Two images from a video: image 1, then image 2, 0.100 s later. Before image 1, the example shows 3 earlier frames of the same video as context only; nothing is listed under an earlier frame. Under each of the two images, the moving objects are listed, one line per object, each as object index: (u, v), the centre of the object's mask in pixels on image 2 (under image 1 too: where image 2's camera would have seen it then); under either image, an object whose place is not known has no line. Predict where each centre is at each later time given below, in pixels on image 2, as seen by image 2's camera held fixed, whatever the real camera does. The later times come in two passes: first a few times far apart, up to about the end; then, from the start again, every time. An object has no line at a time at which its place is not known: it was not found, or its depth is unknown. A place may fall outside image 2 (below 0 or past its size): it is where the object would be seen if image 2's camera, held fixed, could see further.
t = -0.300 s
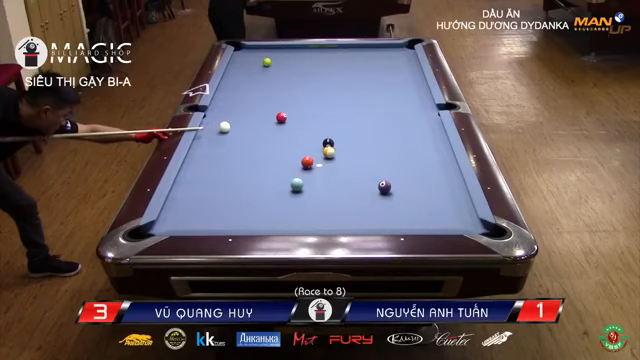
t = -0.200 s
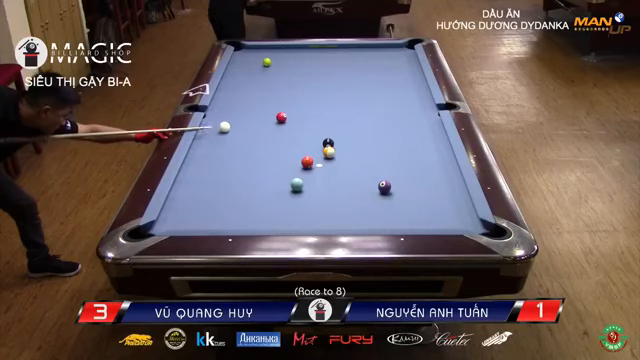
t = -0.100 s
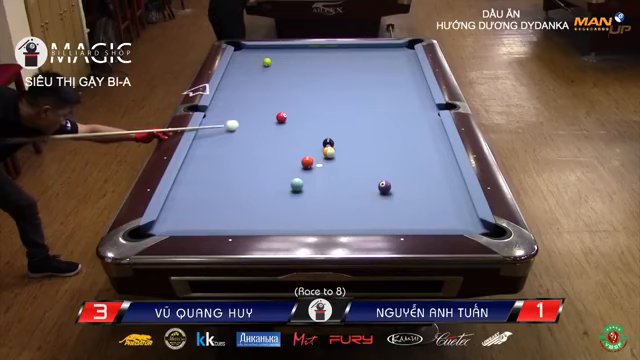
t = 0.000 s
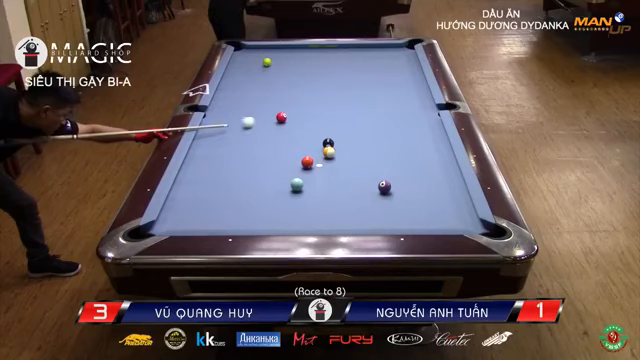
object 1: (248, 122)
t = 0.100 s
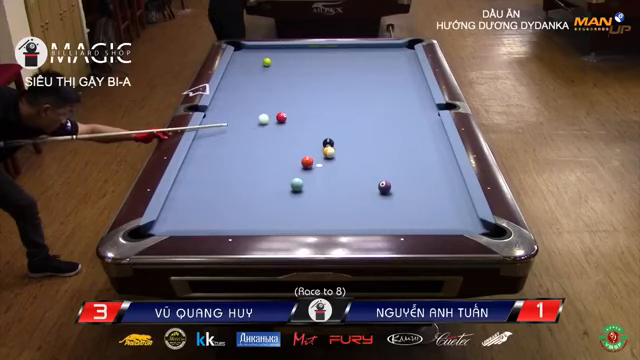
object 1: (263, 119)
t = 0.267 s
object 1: (273, 115)
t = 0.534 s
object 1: (281, 109)
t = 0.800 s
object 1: (289, 104)
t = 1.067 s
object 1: (296, 100)
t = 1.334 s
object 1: (303, 96)
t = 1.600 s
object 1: (309, 92)
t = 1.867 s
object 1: (314, 89)
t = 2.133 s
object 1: (319, 86)
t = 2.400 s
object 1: (324, 83)
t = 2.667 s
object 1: (328, 81)
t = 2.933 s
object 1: (331, 79)
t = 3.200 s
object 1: (334, 78)
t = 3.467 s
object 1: (337, 76)
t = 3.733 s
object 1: (340, 76)
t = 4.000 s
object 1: (341, 75)
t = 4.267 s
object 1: (342, 74)
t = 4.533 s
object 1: (343, 74)
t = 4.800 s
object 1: (343, 74)
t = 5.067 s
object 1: (343, 74)
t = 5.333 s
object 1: (343, 74)
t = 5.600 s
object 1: (343, 74)
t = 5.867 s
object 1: (343, 74)
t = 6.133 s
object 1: (343, 74)
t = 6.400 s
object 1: (343, 74)
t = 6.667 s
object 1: (343, 74)
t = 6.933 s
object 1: (343, 74)
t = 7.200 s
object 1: (343, 74)
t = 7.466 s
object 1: (343, 74)
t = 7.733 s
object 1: (343, 74)
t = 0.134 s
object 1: (267, 118)
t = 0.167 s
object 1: (270, 117)
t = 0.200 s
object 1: (271, 116)
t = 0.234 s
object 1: (272, 116)
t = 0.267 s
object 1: (273, 115)
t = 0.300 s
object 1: (274, 114)
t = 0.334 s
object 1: (275, 114)
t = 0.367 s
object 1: (276, 113)
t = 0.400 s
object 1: (277, 112)
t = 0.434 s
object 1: (278, 111)
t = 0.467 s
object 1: (280, 111)
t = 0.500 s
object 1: (280, 110)
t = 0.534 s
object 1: (281, 109)
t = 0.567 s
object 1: (282, 109)
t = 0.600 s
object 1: (283, 108)
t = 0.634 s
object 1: (284, 107)
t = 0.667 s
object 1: (285, 107)
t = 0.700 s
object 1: (286, 106)
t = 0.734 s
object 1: (287, 106)
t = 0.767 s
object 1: (288, 105)
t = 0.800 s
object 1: (289, 104)
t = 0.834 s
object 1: (290, 104)
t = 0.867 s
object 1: (291, 103)
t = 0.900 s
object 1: (292, 102)
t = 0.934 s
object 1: (293, 102)
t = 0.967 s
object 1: (294, 101)
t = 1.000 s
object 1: (294, 101)
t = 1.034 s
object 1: (295, 100)
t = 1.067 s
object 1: (296, 100)
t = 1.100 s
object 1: (297, 99)
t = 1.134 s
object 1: (298, 99)
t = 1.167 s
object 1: (299, 98)
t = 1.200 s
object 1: (300, 97)
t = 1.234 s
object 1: (301, 97)
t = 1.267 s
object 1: (301, 96)
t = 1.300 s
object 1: (302, 96)
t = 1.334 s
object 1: (303, 96)
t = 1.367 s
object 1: (304, 95)
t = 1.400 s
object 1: (304, 95)
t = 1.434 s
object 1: (305, 94)
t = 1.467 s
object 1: (306, 94)
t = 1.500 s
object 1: (307, 93)
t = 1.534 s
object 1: (307, 93)
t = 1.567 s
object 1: (308, 92)
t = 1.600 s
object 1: (309, 92)
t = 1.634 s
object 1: (310, 91)
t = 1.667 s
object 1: (310, 91)
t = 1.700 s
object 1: (311, 91)
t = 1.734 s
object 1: (312, 90)
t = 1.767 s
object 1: (312, 90)
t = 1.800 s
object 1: (313, 89)
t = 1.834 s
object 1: (314, 89)
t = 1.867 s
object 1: (314, 89)
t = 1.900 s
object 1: (315, 88)
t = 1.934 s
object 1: (316, 88)
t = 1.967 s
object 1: (316, 87)
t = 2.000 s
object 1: (317, 87)
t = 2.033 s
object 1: (317, 87)
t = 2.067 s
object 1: (318, 86)
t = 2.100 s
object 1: (318, 86)
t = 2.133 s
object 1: (319, 86)
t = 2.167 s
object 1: (320, 85)
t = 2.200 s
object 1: (320, 85)
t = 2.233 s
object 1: (321, 85)
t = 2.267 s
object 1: (321, 84)
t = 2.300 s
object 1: (322, 84)
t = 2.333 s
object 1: (323, 84)
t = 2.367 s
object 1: (323, 83)
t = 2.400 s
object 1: (324, 83)
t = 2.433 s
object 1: (324, 83)
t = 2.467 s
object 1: (324, 82)
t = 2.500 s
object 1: (325, 82)
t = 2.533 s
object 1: (326, 82)
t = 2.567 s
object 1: (326, 82)
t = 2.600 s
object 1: (326, 81)
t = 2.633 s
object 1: (327, 81)
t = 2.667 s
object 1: (328, 81)
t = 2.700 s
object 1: (328, 81)
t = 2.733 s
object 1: (329, 80)
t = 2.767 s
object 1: (329, 80)
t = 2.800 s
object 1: (329, 80)
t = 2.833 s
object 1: (330, 80)
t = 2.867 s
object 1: (330, 79)
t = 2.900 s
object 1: (331, 79)
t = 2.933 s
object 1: (331, 79)
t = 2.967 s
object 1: (332, 79)
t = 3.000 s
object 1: (332, 79)
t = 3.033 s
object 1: (332, 78)
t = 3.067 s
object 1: (333, 78)
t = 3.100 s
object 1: (333, 78)
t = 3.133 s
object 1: (334, 78)
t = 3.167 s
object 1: (334, 78)
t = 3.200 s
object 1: (334, 78)
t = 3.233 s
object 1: (335, 78)
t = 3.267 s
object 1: (335, 77)
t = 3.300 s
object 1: (336, 77)
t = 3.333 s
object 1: (336, 77)
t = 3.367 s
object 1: (336, 77)
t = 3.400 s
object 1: (337, 77)
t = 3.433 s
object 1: (337, 76)
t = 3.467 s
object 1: (337, 76)
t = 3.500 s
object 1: (338, 76)
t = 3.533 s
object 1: (338, 76)
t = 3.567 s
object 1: (338, 76)
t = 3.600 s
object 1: (338, 76)
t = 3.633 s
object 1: (339, 76)
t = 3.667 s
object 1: (339, 76)
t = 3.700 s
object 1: (339, 76)
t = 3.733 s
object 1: (340, 76)
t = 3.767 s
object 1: (340, 75)
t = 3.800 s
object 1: (340, 75)
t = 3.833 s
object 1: (340, 75)
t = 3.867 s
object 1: (341, 75)
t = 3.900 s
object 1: (341, 75)
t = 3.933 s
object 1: (341, 75)
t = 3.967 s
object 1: (341, 75)
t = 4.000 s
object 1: (341, 75)
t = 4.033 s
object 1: (342, 75)
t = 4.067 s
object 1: (342, 75)
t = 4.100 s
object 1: (342, 75)
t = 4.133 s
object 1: (342, 75)
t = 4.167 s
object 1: (342, 75)
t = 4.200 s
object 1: (342, 75)
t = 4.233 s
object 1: (342, 74)
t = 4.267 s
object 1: (342, 74)
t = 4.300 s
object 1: (343, 74)
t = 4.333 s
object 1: (343, 74)
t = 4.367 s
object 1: (343, 74)
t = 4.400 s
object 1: (343, 74)
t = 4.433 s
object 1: (343, 74)
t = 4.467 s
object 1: (343, 74)
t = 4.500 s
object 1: (343, 74)
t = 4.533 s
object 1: (343, 74)
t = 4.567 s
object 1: (343, 74)
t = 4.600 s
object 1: (343, 74)
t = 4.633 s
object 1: (343, 74)
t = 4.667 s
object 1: (343, 74)
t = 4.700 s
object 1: (343, 74)
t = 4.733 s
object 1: (343, 74)
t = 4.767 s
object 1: (343, 74)
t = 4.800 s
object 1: (343, 74)
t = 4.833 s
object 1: (343, 74)
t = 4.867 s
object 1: (343, 74)
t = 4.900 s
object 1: (343, 74)
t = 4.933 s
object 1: (343, 74)
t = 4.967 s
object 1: (343, 74)
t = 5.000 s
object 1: (343, 74)
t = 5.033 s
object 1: (343, 74)
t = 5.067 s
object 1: (343, 74)
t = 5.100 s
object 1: (343, 74)
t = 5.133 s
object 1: (343, 74)
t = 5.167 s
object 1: (343, 74)
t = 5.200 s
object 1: (343, 74)
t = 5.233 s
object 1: (343, 74)
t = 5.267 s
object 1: (343, 74)
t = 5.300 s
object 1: (343, 74)
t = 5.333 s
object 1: (343, 74)
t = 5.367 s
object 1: (343, 74)
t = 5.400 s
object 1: (343, 74)
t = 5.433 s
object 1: (343, 74)
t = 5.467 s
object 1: (343, 74)
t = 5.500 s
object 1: (343, 74)
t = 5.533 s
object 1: (343, 74)
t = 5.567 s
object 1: (343, 74)
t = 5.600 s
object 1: (343, 74)
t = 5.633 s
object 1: (343, 74)
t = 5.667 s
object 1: (343, 74)
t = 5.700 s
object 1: (343, 74)
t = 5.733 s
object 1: (343, 74)
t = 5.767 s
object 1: (343, 74)
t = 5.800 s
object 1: (343, 74)
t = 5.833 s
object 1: (343, 74)
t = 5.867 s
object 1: (343, 74)
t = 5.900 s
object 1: (343, 74)
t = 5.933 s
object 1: (343, 74)
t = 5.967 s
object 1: (343, 74)
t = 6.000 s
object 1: (343, 74)
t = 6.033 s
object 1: (343, 74)
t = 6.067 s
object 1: (343, 74)
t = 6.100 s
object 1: (343, 74)
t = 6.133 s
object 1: (343, 74)
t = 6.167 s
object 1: (343, 74)
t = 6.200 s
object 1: (343, 74)
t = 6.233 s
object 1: (343, 74)
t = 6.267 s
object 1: (343, 74)
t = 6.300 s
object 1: (343, 74)
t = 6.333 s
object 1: (343, 74)
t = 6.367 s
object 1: (343, 74)
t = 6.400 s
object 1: (343, 74)
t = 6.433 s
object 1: (343, 74)
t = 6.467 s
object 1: (343, 74)
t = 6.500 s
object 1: (343, 74)
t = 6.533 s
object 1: (343, 74)
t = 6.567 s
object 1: (343, 74)
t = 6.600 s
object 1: (343, 74)
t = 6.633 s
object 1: (343, 74)
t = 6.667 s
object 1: (343, 74)
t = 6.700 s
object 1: (343, 74)
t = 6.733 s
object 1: (343, 74)
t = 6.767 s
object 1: (343, 74)
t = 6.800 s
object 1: (343, 74)
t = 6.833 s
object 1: (343, 74)
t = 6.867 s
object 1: (343, 74)
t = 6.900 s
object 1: (343, 74)
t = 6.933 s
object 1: (343, 74)
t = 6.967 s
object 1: (343, 74)
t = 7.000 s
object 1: (343, 74)
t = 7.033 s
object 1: (343, 74)
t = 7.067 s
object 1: (343, 74)
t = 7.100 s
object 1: (343, 74)
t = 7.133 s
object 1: (343, 74)
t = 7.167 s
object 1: (343, 74)
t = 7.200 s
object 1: (343, 74)
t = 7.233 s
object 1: (343, 74)
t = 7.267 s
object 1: (343, 74)
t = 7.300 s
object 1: (343, 74)
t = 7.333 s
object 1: (343, 74)
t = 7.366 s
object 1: (343, 74)
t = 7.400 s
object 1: (343, 74)
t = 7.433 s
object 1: (343, 74)
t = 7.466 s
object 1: (343, 74)
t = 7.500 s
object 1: (343, 74)
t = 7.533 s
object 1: (343, 74)
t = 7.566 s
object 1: (343, 74)
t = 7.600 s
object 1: (343, 74)
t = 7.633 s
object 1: (343, 74)
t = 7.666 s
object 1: (343, 74)
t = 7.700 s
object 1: (343, 74)
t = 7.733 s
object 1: (343, 74)
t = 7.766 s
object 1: (343, 74)
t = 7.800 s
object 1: (343, 74)
